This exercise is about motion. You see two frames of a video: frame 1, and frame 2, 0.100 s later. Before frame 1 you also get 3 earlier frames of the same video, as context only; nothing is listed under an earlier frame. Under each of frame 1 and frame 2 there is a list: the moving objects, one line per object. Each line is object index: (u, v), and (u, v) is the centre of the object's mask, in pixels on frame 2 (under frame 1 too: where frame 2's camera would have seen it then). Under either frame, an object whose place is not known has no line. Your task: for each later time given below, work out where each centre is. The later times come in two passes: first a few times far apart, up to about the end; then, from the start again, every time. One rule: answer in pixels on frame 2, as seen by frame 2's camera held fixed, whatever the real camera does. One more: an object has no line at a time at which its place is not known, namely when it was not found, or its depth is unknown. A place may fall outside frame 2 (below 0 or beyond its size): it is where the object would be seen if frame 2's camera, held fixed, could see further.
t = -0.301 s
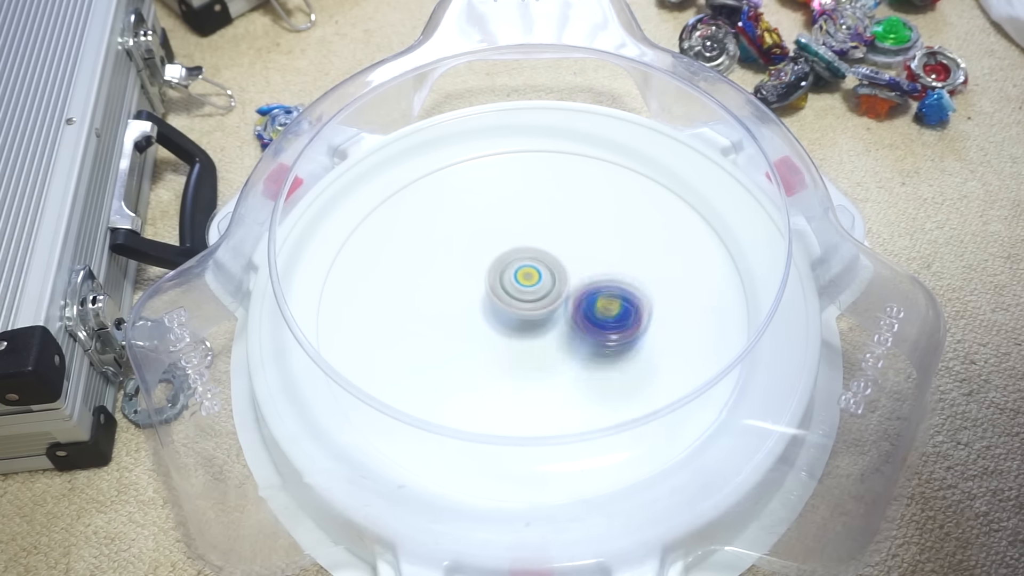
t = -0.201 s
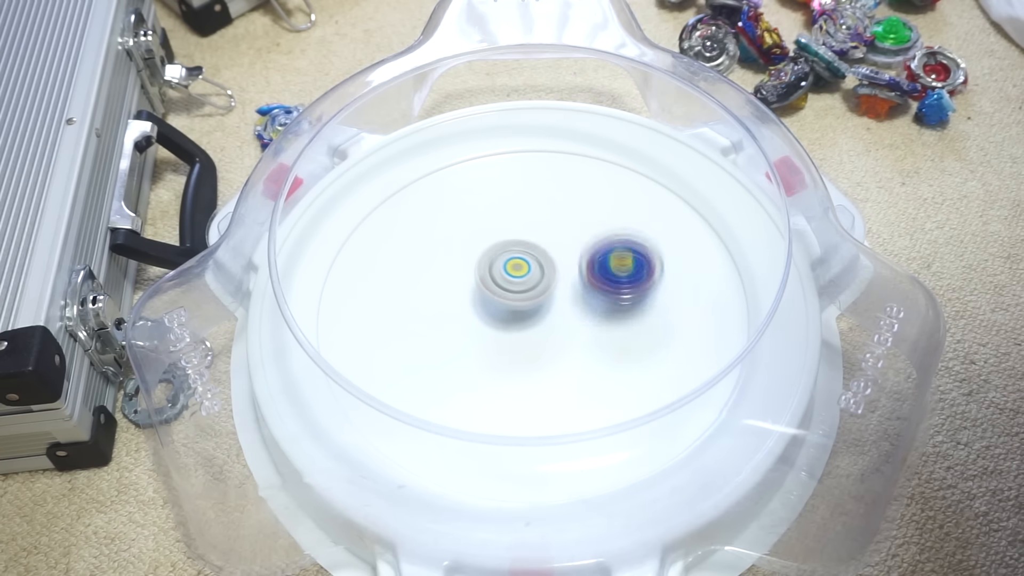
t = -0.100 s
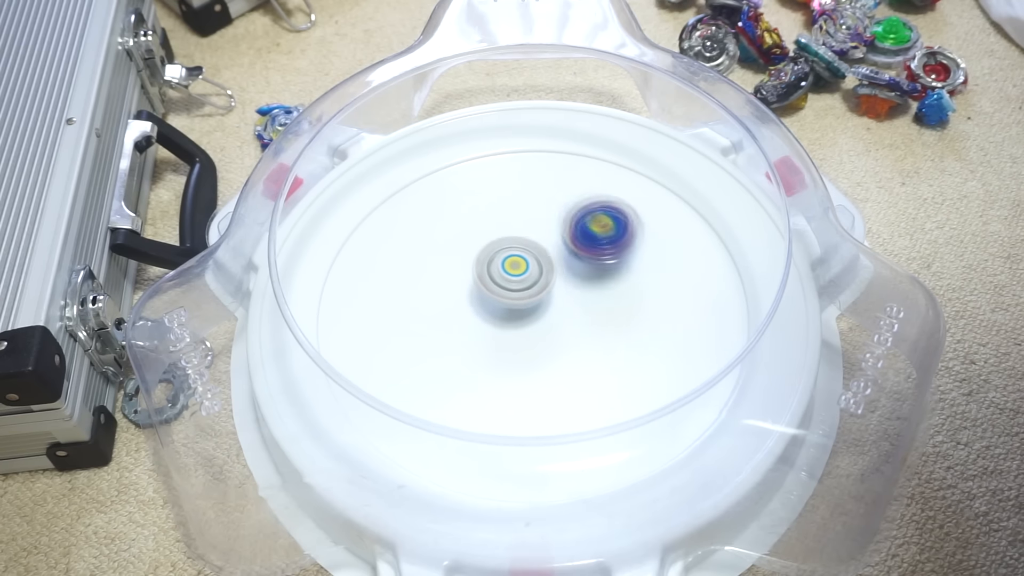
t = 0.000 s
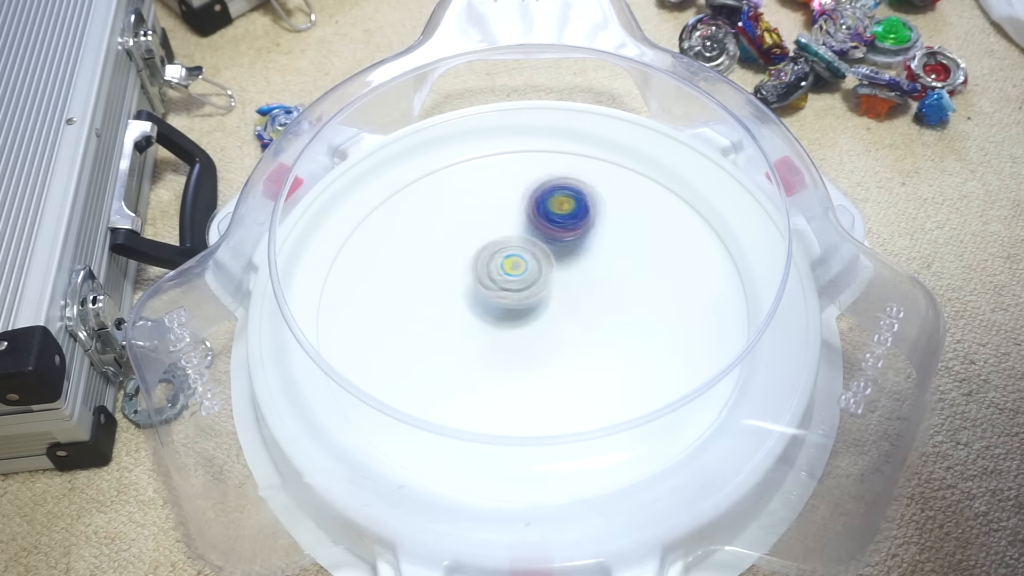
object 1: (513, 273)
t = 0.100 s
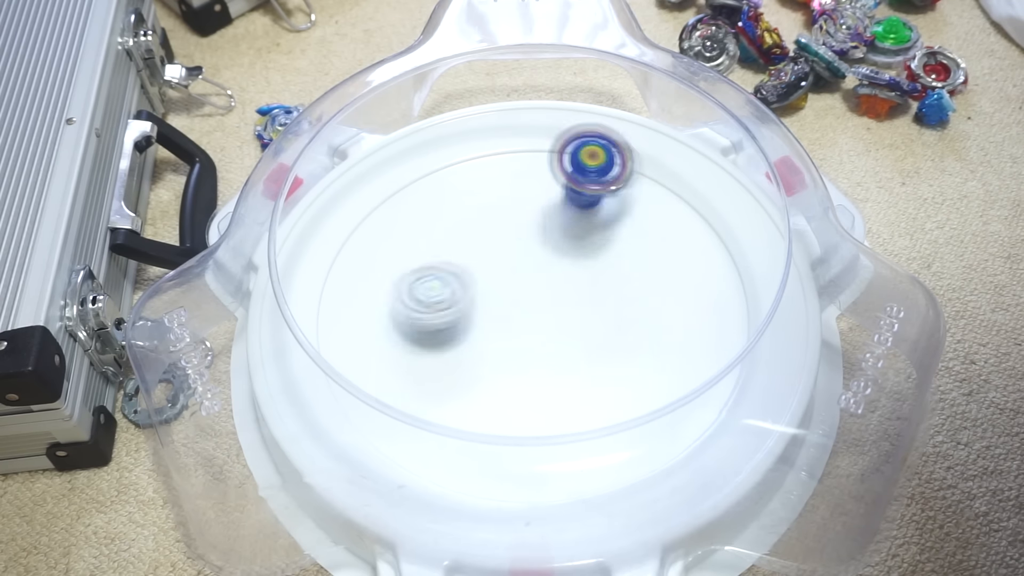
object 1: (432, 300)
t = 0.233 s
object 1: (397, 315)
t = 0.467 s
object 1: (404, 317)
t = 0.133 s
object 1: (416, 305)
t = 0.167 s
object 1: (407, 308)
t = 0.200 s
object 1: (402, 311)
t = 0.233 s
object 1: (397, 315)
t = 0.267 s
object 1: (395, 317)
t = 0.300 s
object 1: (395, 320)
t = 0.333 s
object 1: (397, 320)
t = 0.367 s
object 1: (401, 321)
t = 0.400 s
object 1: (400, 320)
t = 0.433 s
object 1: (400, 317)
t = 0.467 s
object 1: (404, 317)
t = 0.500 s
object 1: (409, 317)
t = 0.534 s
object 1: (416, 318)
